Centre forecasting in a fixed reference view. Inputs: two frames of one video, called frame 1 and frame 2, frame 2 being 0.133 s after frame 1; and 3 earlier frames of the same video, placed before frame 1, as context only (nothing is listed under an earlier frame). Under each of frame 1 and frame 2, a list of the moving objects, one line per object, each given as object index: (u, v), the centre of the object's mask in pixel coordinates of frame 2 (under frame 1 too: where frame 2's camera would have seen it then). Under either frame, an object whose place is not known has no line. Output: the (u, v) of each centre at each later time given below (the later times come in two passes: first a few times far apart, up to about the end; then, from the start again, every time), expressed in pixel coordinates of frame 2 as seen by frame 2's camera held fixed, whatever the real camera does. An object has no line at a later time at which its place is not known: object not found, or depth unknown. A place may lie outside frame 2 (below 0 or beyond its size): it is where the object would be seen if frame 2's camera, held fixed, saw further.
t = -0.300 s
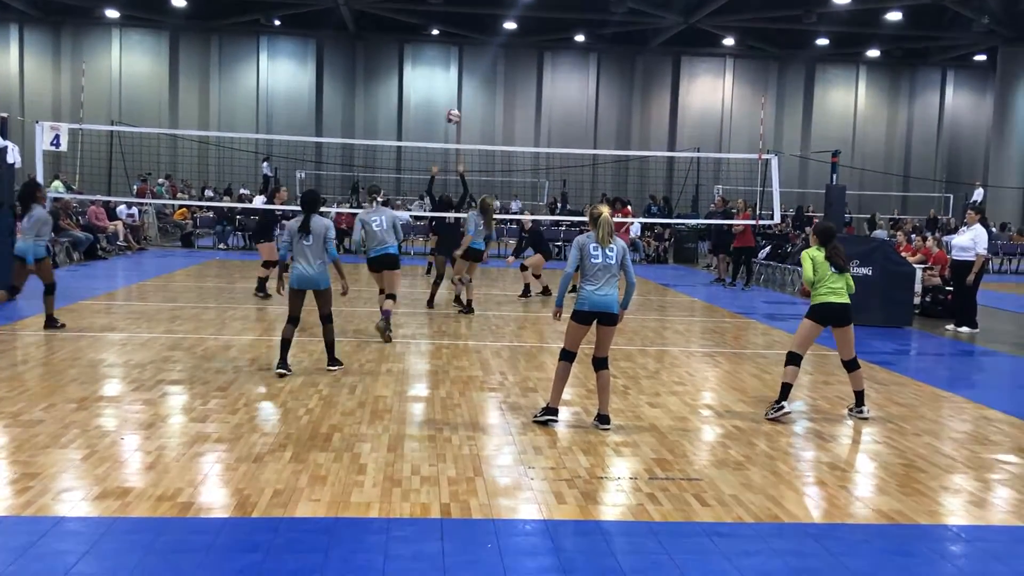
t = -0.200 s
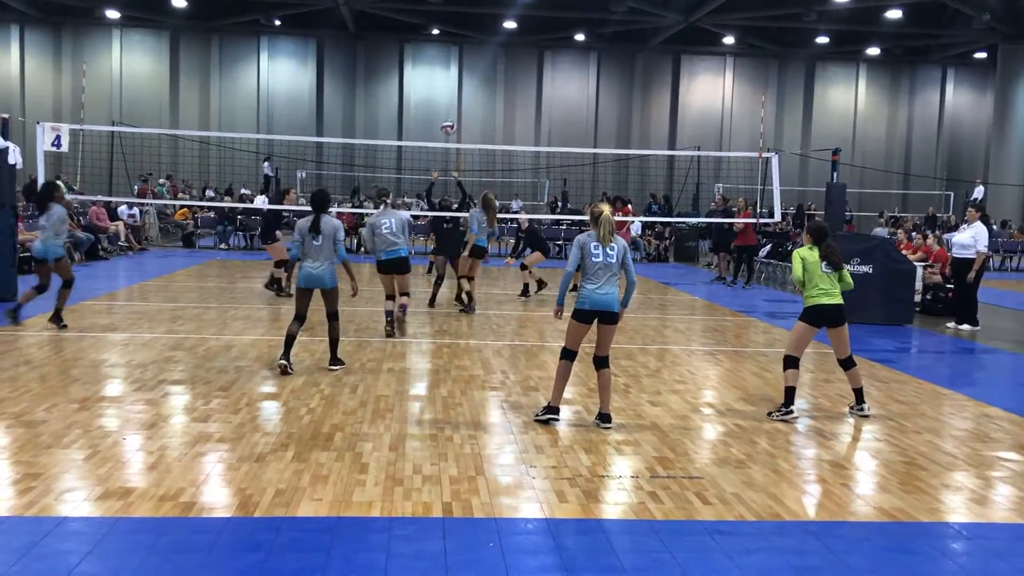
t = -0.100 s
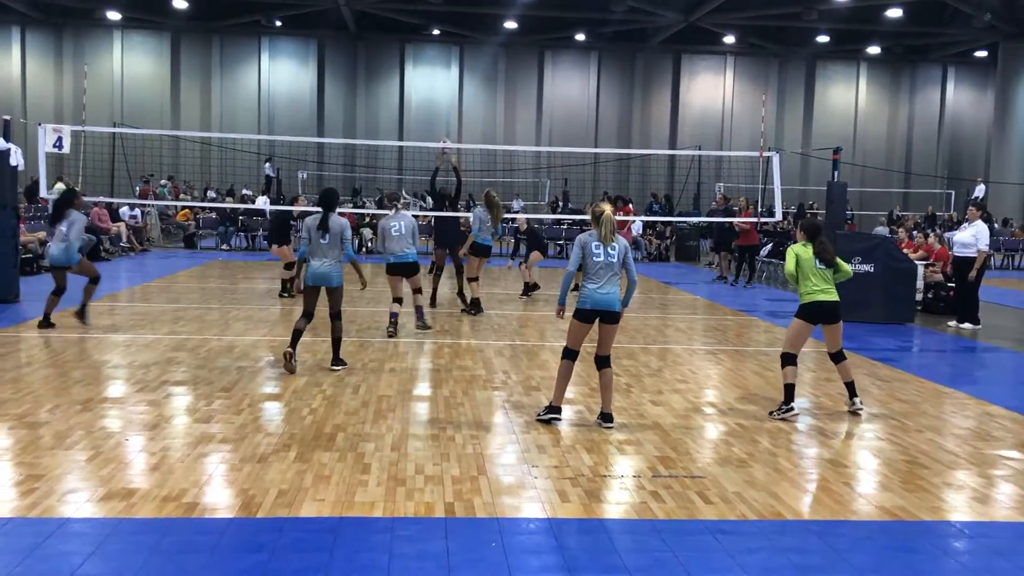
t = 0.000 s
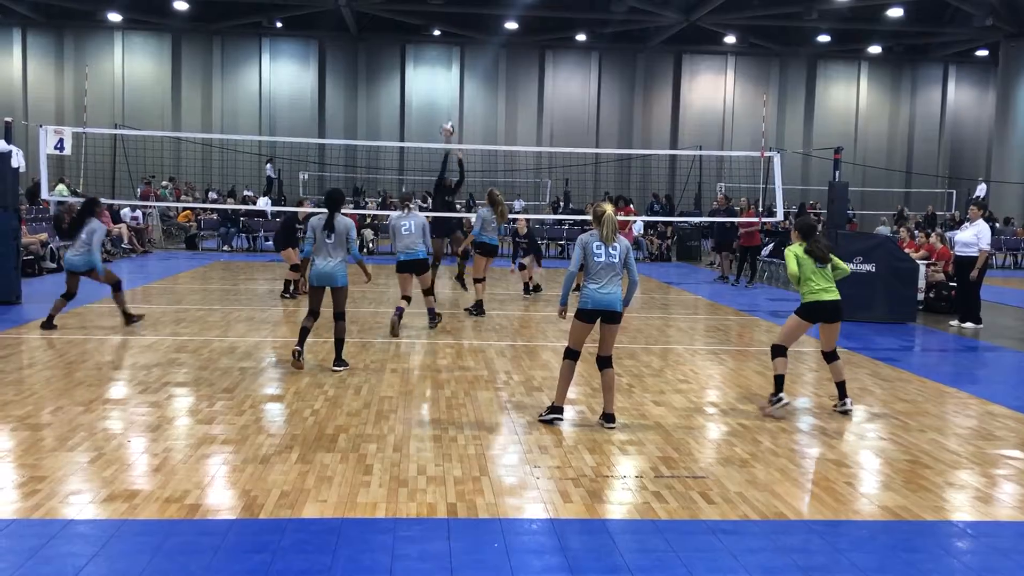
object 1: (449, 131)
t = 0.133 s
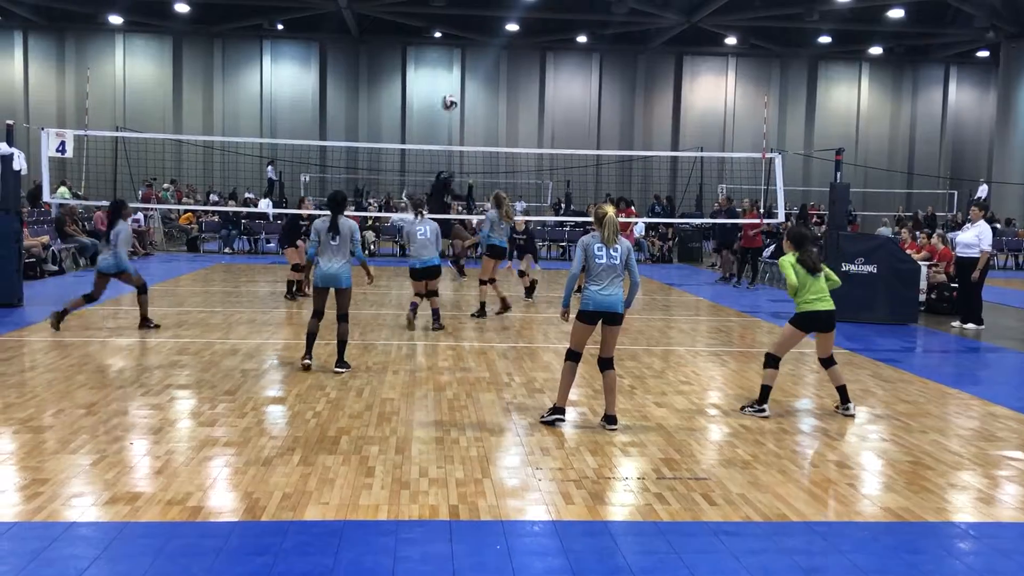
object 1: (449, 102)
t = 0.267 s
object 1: (450, 86)
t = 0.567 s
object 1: (452, 103)
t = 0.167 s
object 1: (449, 97)
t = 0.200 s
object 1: (450, 93)
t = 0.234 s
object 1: (450, 90)
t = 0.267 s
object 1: (450, 86)
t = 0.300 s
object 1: (451, 85)
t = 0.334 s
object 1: (451, 84)
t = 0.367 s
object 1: (451, 84)
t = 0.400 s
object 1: (452, 85)
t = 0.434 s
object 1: (451, 87)
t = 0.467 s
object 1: (451, 89)
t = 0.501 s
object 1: (452, 93)
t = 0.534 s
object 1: (452, 98)
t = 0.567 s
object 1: (452, 103)
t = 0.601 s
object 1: (452, 111)
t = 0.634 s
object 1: (453, 118)
